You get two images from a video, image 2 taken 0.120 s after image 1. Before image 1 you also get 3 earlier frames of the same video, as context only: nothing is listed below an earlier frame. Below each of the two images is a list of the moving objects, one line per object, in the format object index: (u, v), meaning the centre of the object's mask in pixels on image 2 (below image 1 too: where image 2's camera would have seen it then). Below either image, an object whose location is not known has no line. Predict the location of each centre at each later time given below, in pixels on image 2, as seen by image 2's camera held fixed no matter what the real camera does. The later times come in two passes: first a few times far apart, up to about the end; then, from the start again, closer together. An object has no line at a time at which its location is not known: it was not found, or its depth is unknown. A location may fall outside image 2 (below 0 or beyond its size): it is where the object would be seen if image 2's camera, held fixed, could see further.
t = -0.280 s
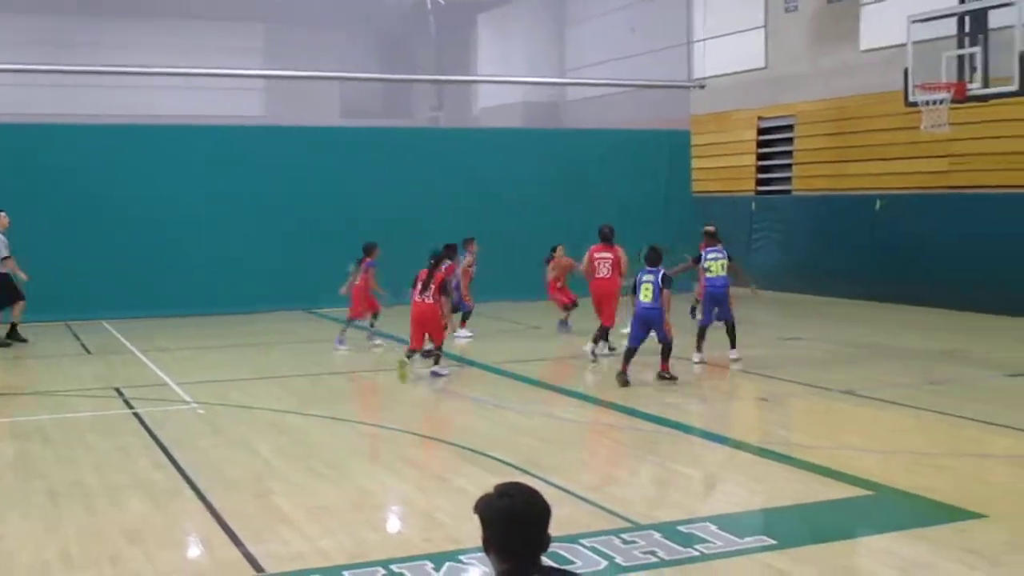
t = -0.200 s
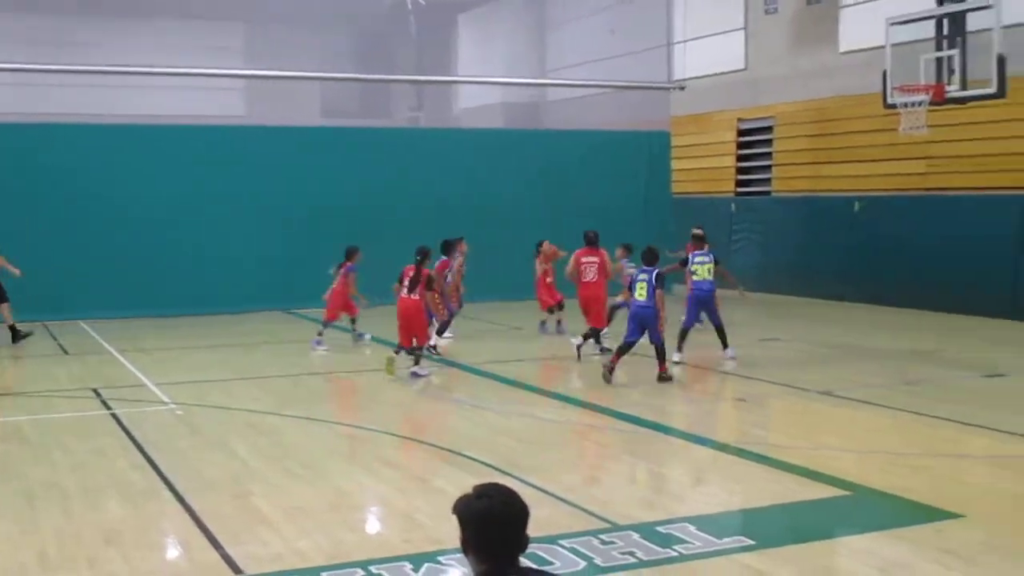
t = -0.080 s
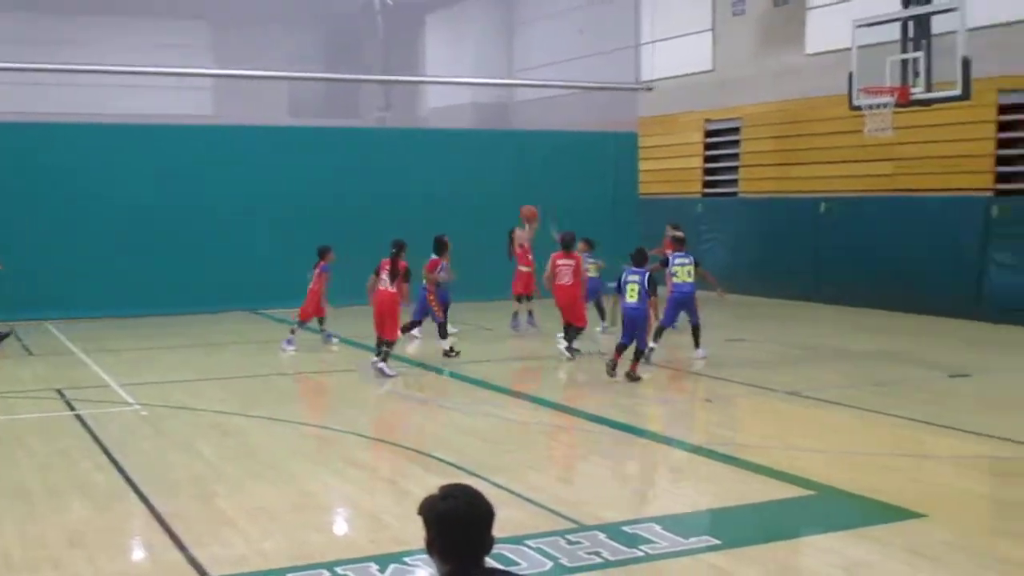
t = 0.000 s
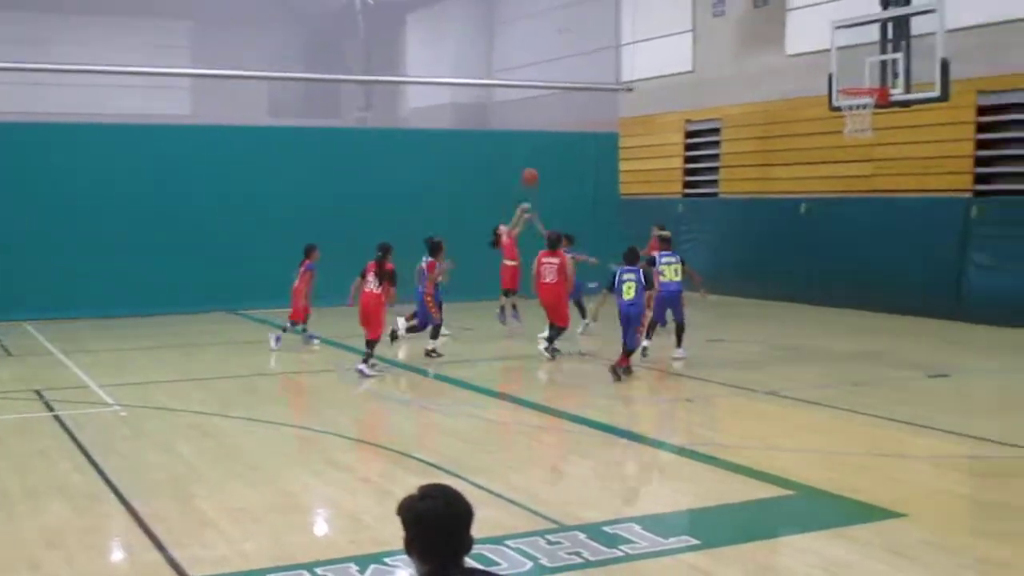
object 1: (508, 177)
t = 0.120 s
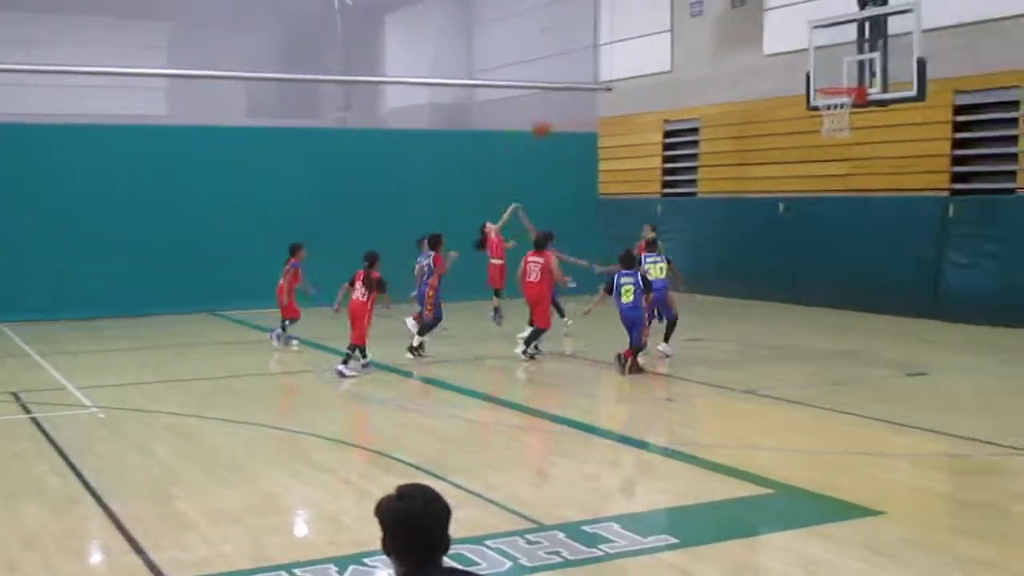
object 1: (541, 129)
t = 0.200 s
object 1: (563, 103)
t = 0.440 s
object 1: (630, 51)
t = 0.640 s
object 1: (689, 40)
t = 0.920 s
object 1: (777, 82)
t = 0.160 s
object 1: (552, 116)
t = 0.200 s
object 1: (563, 103)
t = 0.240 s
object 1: (574, 91)
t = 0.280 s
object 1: (585, 81)
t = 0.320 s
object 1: (596, 72)
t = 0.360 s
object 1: (607, 63)
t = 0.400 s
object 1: (619, 56)
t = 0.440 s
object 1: (630, 51)
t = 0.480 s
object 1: (642, 46)
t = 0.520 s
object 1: (653, 42)
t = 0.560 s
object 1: (665, 40)
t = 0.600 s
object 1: (677, 40)
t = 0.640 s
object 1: (689, 40)
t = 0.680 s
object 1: (702, 42)
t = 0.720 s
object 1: (714, 46)
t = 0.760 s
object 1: (726, 49)
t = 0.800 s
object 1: (739, 56)
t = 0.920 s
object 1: (777, 82)
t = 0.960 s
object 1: (788, 93)
